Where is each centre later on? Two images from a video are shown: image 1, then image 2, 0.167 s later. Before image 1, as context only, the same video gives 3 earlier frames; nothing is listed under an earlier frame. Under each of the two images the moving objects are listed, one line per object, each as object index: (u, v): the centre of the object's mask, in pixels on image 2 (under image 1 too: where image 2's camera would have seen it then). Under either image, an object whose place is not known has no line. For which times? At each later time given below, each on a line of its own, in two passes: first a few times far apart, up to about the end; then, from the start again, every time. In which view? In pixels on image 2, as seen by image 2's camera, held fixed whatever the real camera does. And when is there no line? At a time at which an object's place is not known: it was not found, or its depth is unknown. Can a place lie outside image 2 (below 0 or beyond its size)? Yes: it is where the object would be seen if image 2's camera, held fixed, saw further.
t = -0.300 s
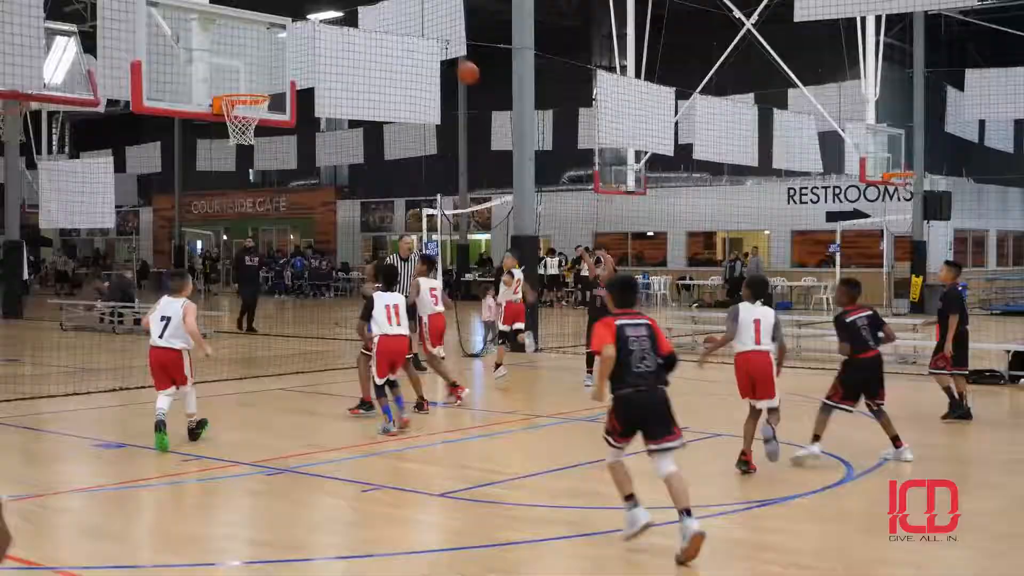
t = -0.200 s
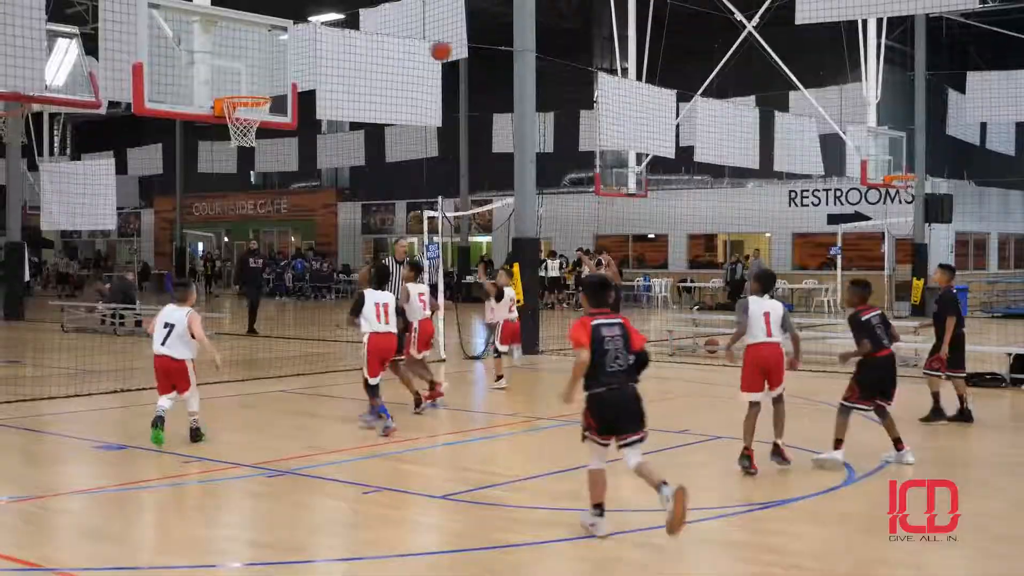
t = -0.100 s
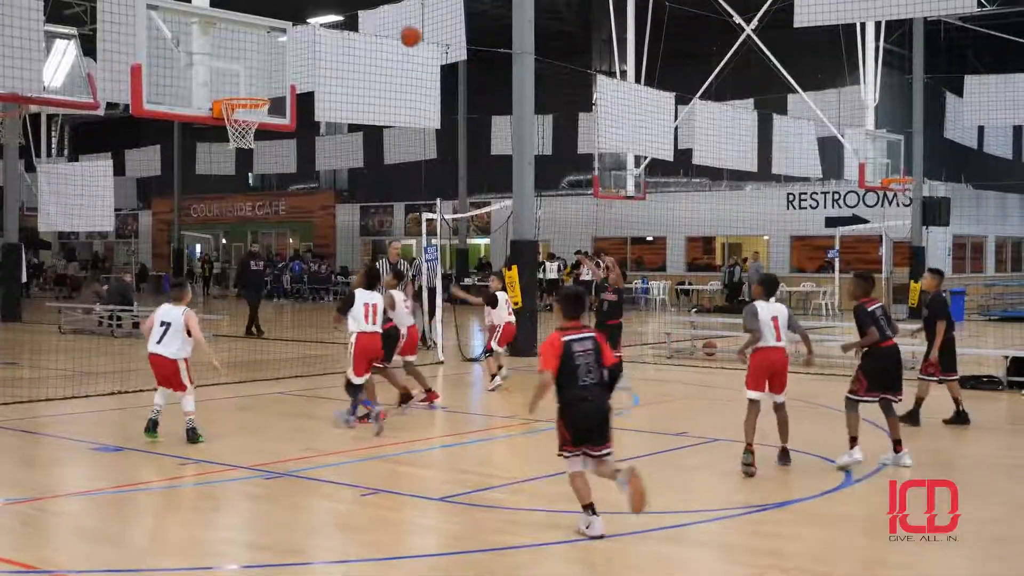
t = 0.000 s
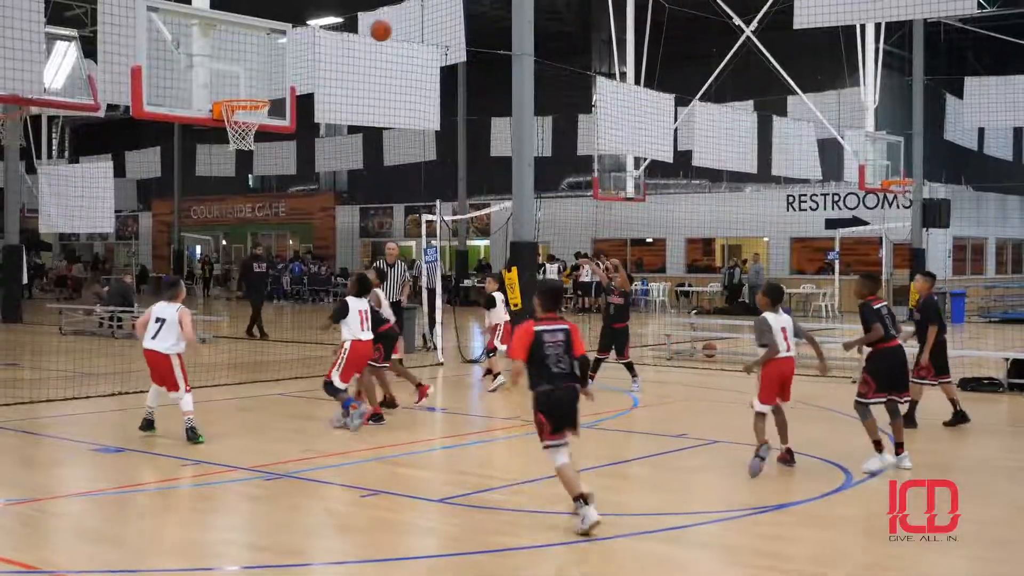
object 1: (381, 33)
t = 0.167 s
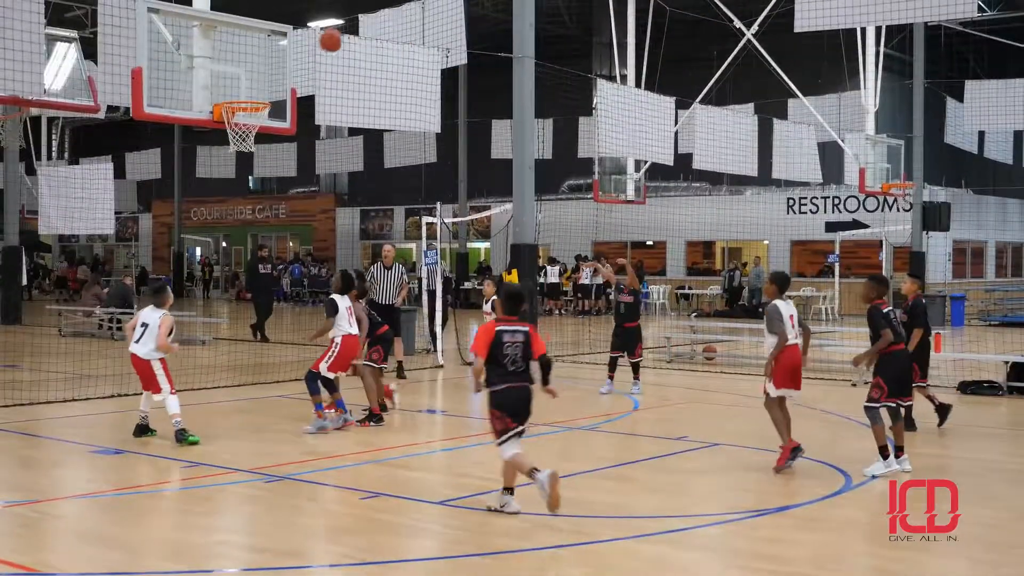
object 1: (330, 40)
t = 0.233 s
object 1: (310, 52)
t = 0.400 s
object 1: (257, 94)
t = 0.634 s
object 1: (214, 46)
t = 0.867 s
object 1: (170, 50)
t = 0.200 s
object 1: (320, 45)
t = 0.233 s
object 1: (310, 52)
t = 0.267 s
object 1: (299, 59)
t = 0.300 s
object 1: (288, 68)
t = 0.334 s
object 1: (277, 77)
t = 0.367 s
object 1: (266, 87)
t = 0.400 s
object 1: (257, 94)
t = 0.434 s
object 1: (250, 86)
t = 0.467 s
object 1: (244, 77)
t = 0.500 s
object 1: (238, 69)
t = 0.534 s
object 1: (233, 62)
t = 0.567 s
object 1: (226, 55)
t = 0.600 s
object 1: (221, 50)
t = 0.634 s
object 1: (214, 46)
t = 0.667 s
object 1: (209, 44)
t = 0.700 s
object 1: (202, 42)
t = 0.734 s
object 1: (196, 42)
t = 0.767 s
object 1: (189, 42)
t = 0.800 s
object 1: (183, 45)
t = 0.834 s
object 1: (177, 47)
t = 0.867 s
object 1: (170, 50)
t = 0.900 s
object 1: (163, 55)
